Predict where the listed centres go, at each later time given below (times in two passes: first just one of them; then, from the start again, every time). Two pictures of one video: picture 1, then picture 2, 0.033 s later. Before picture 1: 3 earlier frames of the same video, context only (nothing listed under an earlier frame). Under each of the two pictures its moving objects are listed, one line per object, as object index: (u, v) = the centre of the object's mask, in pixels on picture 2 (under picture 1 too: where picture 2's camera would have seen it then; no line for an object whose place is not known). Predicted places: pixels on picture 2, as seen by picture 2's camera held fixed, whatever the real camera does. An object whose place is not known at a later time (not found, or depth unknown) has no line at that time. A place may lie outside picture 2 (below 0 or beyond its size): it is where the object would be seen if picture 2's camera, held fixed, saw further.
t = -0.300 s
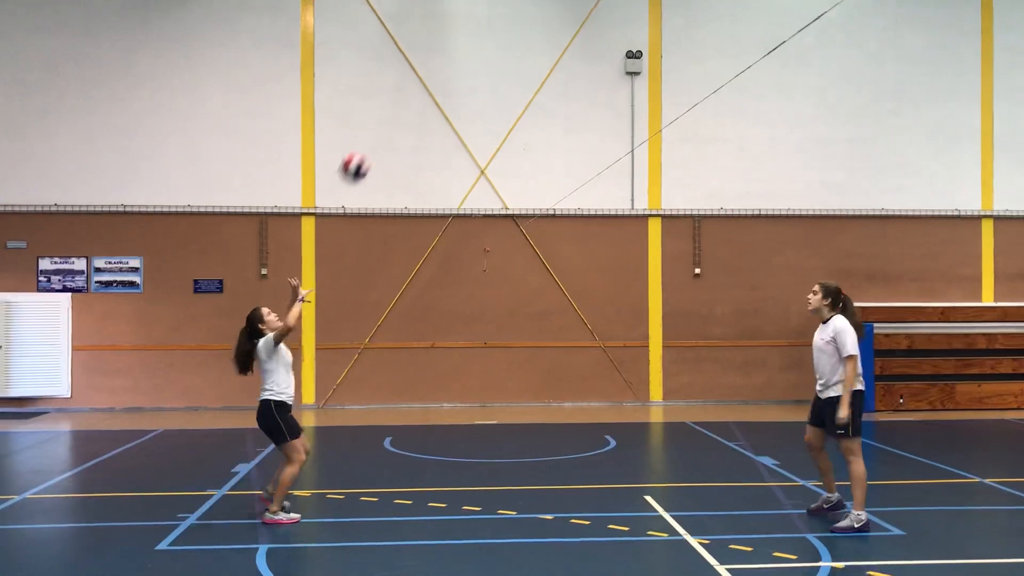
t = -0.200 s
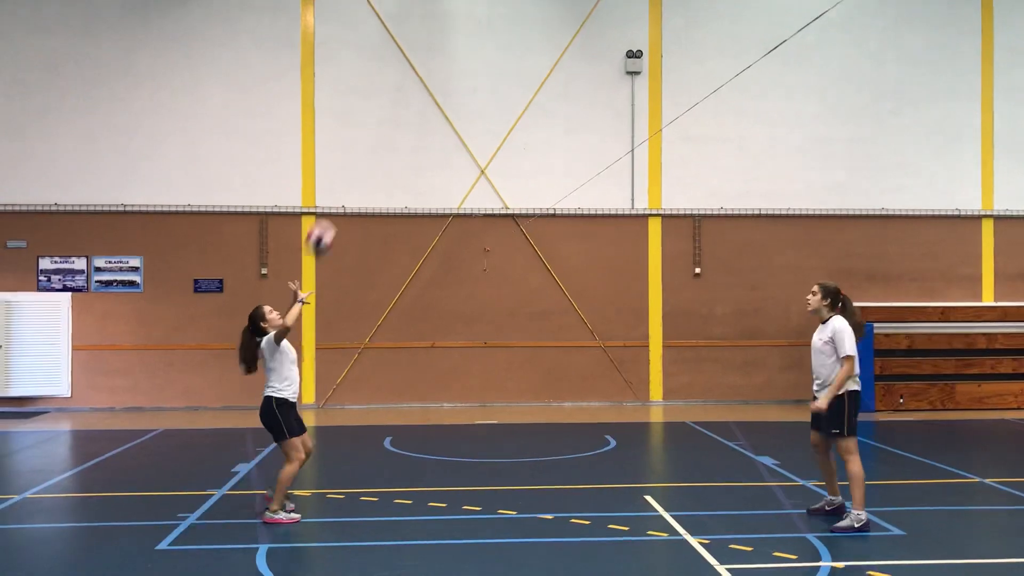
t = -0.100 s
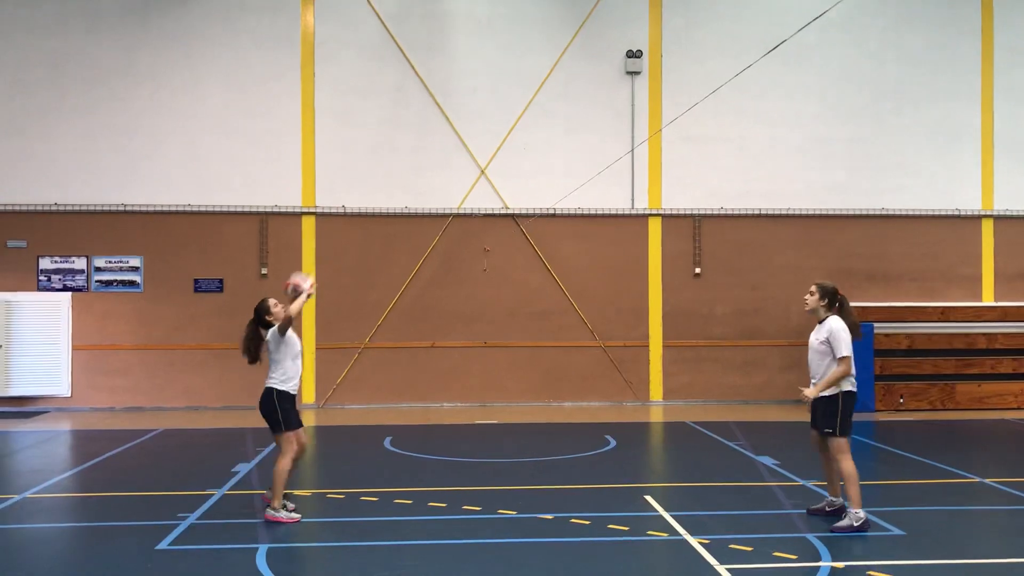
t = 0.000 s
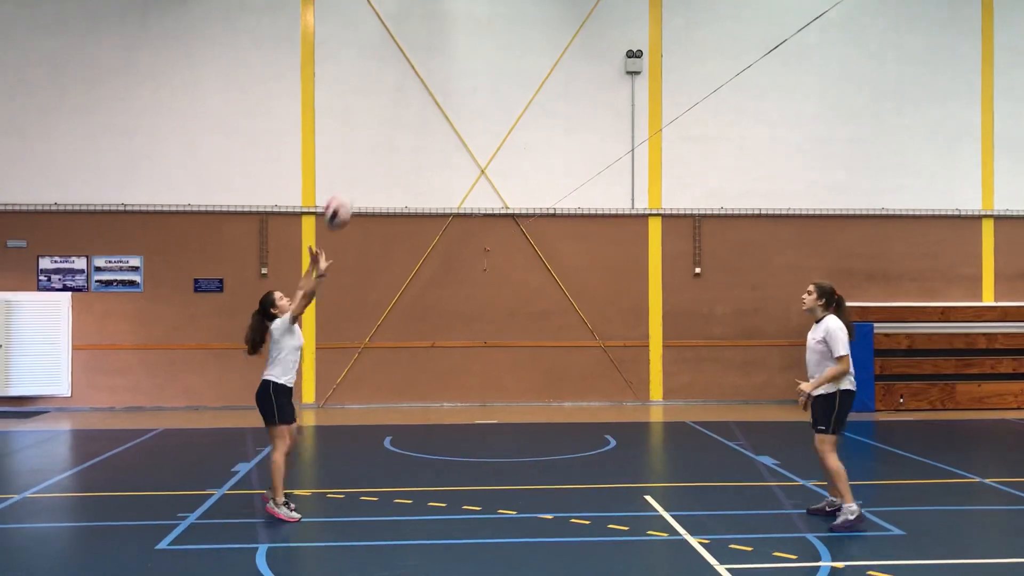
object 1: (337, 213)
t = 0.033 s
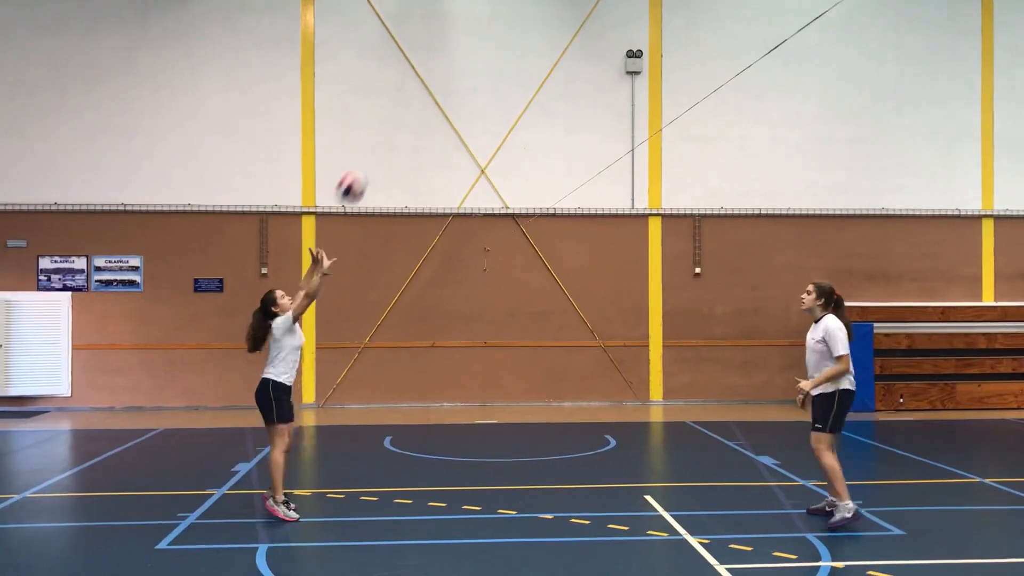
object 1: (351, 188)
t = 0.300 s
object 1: (460, 46)
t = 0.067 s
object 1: (365, 165)
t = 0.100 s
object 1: (378, 144)
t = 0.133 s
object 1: (391, 124)
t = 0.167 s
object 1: (405, 106)
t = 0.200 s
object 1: (419, 89)
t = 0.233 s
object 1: (433, 74)
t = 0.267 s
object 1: (446, 59)
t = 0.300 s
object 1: (460, 46)
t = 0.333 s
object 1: (474, 35)
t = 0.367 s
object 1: (487, 25)
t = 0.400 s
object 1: (501, 18)
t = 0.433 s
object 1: (515, 13)
